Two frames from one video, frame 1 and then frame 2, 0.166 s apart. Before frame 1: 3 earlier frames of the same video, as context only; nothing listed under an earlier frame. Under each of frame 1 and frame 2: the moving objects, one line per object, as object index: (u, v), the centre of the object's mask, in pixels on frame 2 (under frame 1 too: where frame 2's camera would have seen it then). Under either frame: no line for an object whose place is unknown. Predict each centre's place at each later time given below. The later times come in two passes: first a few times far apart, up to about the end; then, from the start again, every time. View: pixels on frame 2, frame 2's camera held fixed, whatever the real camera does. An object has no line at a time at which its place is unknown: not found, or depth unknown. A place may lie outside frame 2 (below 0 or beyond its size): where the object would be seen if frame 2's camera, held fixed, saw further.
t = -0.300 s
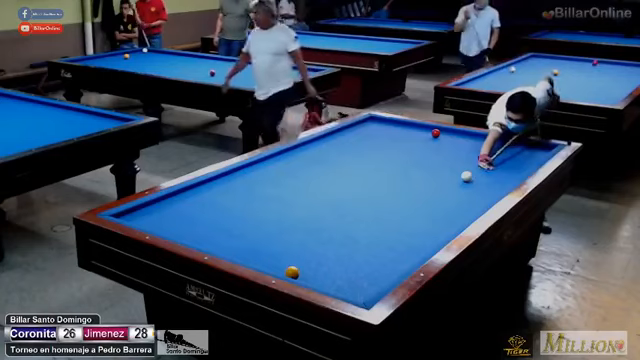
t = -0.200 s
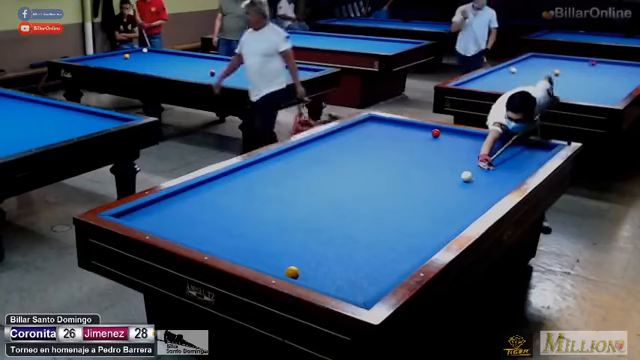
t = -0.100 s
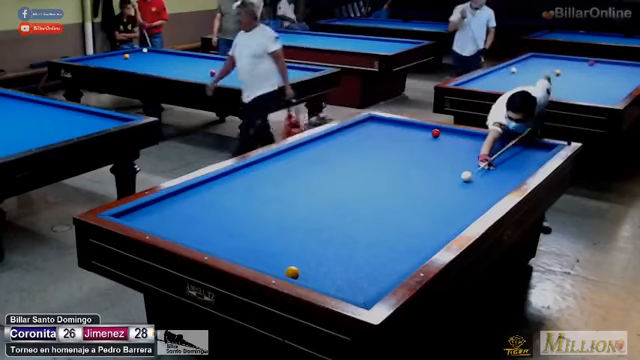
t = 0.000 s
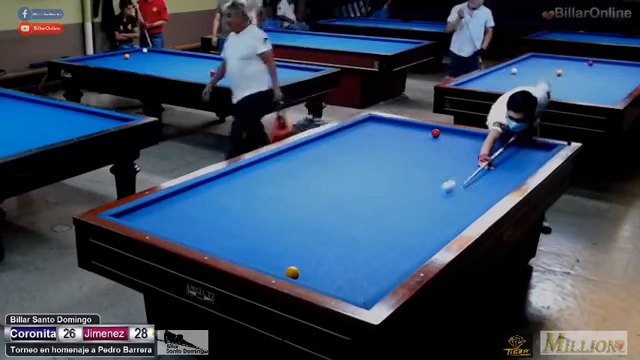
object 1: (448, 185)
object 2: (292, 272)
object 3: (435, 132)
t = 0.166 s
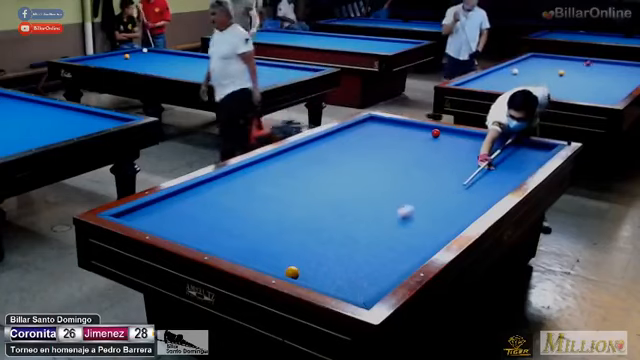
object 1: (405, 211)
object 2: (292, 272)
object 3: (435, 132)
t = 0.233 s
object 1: (387, 222)
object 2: (292, 272)
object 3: (435, 132)
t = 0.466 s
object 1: (319, 264)
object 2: (292, 272)
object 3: (435, 132)
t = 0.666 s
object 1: (360, 283)
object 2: (278, 257)
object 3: (435, 132)
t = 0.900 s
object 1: (363, 255)
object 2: (272, 239)
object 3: (435, 132)
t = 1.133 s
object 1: (350, 232)
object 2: (266, 223)
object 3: (435, 133)
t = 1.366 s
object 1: (339, 213)
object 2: (261, 209)
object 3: (435, 133)
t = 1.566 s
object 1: (331, 199)
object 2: (257, 198)
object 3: (435, 133)
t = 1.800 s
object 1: (323, 184)
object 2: (254, 187)
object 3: (435, 133)
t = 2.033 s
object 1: (316, 172)
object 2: (250, 177)
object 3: (435, 133)
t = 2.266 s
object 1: (310, 160)
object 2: (247, 167)
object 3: (435, 133)
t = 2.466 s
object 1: (305, 151)
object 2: (263, 164)
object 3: (435, 133)
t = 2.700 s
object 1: (309, 144)
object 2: (283, 161)
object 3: (435, 133)
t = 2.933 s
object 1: (328, 142)
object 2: (303, 159)
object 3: (435, 133)
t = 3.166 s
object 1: (346, 140)
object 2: (322, 157)
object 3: (435, 133)
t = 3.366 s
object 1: (360, 139)
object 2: (338, 155)
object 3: (435, 133)
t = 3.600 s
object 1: (376, 137)
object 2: (356, 153)
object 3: (435, 133)
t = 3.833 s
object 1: (392, 136)
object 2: (373, 150)
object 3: (435, 132)
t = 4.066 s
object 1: (407, 134)
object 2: (388, 148)
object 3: (435, 132)
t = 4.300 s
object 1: (421, 133)
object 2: (404, 146)
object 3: (435, 132)
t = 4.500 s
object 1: (428, 131)
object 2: (417, 145)
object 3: (441, 133)
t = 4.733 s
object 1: (431, 129)
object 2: (431, 143)
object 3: (449, 134)
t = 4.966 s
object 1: (434, 128)
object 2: (445, 141)
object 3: (458, 134)
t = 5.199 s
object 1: (432, 128)
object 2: (457, 140)
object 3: (465, 134)
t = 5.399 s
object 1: (429, 128)
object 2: (468, 138)
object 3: (473, 133)
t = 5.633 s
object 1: (426, 129)
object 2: (479, 137)
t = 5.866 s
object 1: (424, 130)
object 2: (491, 138)
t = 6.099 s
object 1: (421, 130)
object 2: (502, 138)
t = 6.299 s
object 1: (419, 131)
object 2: (508, 140)
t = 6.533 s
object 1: (417, 131)
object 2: (514, 141)
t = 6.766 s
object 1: (415, 132)
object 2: (520, 143)
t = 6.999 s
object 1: (414, 132)
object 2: (526, 145)
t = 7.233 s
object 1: (413, 132)
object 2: (532, 146)
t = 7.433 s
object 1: (412, 132)
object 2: (537, 148)
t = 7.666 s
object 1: (411, 133)
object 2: (542, 149)
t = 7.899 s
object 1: (411, 133)
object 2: (546, 150)
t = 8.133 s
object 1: (410, 133)
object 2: (543, 150)
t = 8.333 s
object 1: (410, 133)
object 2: (540, 150)
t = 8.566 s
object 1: (411, 133)
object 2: (537, 150)
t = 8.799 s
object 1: (411, 133)
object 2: (535, 150)
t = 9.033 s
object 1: (411, 133)
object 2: (533, 150)
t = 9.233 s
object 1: (411, 133)
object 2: (531, 149)
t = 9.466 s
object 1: (411, 133)
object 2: (530, 149)
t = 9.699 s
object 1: (411, 133)
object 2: (529, 149)
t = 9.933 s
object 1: (411, 133)
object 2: (529, 149)
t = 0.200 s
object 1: (397, 216)
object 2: (292, 272)
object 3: (435, 132)
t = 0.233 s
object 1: (387, 222)
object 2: (292, 272)
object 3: (435, 132)
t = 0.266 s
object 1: (377, 227)
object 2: (292, 272)
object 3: (435, 133)
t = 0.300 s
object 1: (367, 234)
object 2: (292, 272)
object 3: (435, 133)
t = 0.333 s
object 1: (358, 239)
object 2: (292, 272)
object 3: (435, 133)
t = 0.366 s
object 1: (349, 245)
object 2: (292, 272)
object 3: (435, 133)
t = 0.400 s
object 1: (338, 252)
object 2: (292, 272)
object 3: (435, 132)
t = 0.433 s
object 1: (329, 258)
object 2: (292, 272)
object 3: (435, 132)
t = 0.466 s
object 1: (319, 264)
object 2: (292, 272)
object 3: (435, 132)
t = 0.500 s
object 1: (309, 271)
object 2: (292, 272)
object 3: (435, 132)
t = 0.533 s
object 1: (309, 276)
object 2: (284, 271)
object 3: (435, 132)
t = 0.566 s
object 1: (317, 281)
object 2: (282, 268)
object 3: (435, 132)
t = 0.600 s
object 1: (332, 281)
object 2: (280, 264)
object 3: (435, 133)
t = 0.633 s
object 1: (346, 282)
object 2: (279, 261)
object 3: (435, 132)
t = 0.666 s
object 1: (360, 283)
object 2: (278, 257)
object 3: (435, 132)
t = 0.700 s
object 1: (374, 282)
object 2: (278, 254)
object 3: (435, 132)
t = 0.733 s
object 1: (376, 279)
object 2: (277, 251)
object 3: (435, 132)
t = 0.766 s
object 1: (374, 273)
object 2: (275, 249)
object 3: (435, 132)
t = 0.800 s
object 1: (371, 268)
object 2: (275, 246)
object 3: (435, 132)
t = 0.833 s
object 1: (368, 264)
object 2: (274, 244)
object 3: (435, 132)
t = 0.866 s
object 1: (365, 259)
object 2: (273, 241)
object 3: (435, 132)
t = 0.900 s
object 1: (363, 255)
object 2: (272, 239)
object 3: (435, 132)
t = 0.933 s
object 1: (360, 252)
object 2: (271, 236)
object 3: (435, 132)
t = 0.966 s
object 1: (358, 248)
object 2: (270, 234)
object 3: (435, 132)
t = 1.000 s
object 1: (357, 245)
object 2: (269, 232)
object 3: (435, 132)
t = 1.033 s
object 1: (355, 241)
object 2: (268, 230)
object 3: (435, 132)
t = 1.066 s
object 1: (353, 238)
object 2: (268, 227)
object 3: (435, 132)
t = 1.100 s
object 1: (351, 235)
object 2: (267, 225)
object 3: (435, 133)
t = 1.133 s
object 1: (350, 232)
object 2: (266, 223)
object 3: (435, 133)
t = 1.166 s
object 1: (348, 229)
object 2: (265, 221)
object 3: (435, 133)
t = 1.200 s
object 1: (346, 226)
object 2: (264, 218)
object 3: (435, 133)
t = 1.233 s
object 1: (344, 224)
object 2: (264, 217)
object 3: (435, 132)
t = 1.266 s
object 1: (343, 221)
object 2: (263, 215)
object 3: (435, 133)
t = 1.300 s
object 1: (342, 218)
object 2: (262, 213)
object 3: (435, 133)
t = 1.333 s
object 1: (340, 215)
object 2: (262, 211)
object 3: (435, 133)
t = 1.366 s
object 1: (339, 213)
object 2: (261, 209)
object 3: (435, 133)
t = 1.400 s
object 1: (337, 211)
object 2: (261, 207)
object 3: (435, 133)
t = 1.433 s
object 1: (336, 208)
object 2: (260, 205)
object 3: (435, 133)
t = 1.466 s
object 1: (334, 206)
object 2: (259, 203)
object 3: (435, 133)
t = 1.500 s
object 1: (333, 203)
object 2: (259, 202)
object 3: (435, 133)
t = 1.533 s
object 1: (332, 201)
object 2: (258, 200)
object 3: (435, 133)
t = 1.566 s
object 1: (331, 199)
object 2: (257, 198)
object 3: (435, 133)
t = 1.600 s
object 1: (330, 196)
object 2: (257, 196)
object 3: (435, 133)
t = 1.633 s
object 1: (328, 194)
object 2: (257, 195)
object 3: (435, 133)
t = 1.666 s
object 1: (327, 192)
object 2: (256, 193)
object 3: (435, 133)
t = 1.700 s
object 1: (326, 190)
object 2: (255, 191)
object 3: (435, 133)
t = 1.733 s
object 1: (325, 188)
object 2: (255, 190)
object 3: (435, 133)
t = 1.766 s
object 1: (324, 186)
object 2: (254, 188)
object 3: (435, 133)
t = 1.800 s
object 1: (323, 184)
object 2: (254, 187)
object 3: (435, 133)
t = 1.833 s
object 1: (322, 182)
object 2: (253, 185)
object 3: (435, 133)
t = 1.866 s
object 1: (320, 180)
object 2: (253, 184)
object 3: (435, 133)
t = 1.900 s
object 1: (319, 179)
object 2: (252, 182)
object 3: (435, 133)
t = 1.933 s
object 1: (319, 177)
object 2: (251, 181)
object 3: (435, 133)
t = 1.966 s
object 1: (318, 175)
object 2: (251, 179)
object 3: (435, 133)
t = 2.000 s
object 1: (317, 173)
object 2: (251, 178)
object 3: (435, 133)
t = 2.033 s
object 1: (316, 172)
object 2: (250, 177)
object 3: (435, 133)
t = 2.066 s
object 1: (315, 170)
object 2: (250, 175)
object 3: (435, 133)
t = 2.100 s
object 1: (314, 168)
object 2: (249, 174)
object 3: (435, 133)
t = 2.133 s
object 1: (313, 166)
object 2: (249, 173)
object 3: (435, 133)
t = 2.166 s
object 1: (312, 165)
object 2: (248, 171)
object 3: (435, 133)
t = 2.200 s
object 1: (311, 163)
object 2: (248, 170)
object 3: (435, 133)
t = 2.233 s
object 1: (310, 161)
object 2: (248, 169)
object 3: (435, 133)
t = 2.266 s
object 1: (310, 160)
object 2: (247, 167)
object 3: (435, 133)
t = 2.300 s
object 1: (309, 158)
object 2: (247, 166)
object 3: (435, 133)
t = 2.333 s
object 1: (308, 157)
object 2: (250, 165)
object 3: (435, 133)
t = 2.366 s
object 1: (307, 155)
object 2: (253, 165)
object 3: (435, 133)
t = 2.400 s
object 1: (306, 154)
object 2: (256, 164)
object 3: (435, 133)
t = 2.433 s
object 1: (306, 153)
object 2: (260, 164)
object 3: (435, 133)
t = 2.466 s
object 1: (305, 151)
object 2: (263, 164)
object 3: (435, 133)
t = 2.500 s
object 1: (304, 150)
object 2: (266, 163)
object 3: (435, 133)
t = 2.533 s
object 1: (303, 148)
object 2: (269, 163)
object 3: (435, 133)
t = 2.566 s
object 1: (303, 147)
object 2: (272, 163)
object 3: (435, 133)
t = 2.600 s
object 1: (302, 146)
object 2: (274, 163)
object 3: (435, 133)
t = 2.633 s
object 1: (303, 145)
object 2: (277, 162)
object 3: (435, 133)
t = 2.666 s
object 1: (306, 144)
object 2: (281, 162)
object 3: (435, 133)
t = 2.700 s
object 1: (309, 144)
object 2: (283, 161)
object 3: (435, 133)
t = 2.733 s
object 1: (312, 144)
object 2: (286, 161)
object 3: (435, 133)
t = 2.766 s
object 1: (315, 144)
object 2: (289, 161)
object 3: (435, 133)
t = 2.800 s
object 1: (317, 144)
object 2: (292, 161)
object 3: (435, 133)
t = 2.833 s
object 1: (320, 143)
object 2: (295, 160)
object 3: (435, 133)
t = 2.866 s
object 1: (323, 143)
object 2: (298, 160)
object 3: (435, 133)
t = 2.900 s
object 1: (325, 142)
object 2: (301, 159)
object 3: (435, 133)
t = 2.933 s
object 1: (328, 142)
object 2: (303, 159)
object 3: (435, 133)
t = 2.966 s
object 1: (330, 142)
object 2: (306, 159)
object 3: (435, 133)
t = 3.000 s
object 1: (333, 141)
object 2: (309, 159)
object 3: (435, 133)
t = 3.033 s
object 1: (336, 142)
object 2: (312, 158)
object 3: (435, 133)
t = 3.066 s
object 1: (338, 141)
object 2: (314, 158)
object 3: (435, 133)
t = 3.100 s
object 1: (341, 141)
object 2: (317, 158)
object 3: (435, 133)
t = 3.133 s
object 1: (343, 141)
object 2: (320, 157)
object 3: (435, 133)
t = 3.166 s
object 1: (346, 140)
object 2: (322, 157)
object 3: (435, 133)
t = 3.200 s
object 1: (348, 140)
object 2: (325, 156)
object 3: (435, 133)
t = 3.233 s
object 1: (350, 140)
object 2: (328, 156)
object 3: (435, 133)
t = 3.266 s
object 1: (353, 140)
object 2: (330, 156)
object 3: (435, 133)
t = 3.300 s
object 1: (355, 140)
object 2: (333, 155)
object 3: (435, 133)
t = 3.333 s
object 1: (358, 140)
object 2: (335, 155)
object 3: (435, 133)
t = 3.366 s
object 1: (360, 139)
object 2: (338, 155)
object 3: (435, 133)
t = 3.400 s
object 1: (362, 139)
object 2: (341, 154)
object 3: (435, 132)
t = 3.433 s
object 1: (365, 139)
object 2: (343, 154)
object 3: (435, 132)
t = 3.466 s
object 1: (367, 138)
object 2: (346, 154)
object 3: (435, 132)
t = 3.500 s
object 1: (369, 138)
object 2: (348, 153)
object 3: (435, 132)
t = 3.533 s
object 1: (372, 138)
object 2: (351, 153)
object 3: (435, 133)
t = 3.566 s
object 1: (374, 137)
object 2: (353, 153)
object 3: (435, 132)
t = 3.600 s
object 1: (376, 137)
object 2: (356, 153)
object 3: (435, 133)
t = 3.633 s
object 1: (378, 137)
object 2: (358, 152)
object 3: (435, 133)
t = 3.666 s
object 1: (381, 137)
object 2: (361, 152)
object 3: (435, 132)
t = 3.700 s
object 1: (383, 137)
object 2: (363, 152)
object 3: (435, 132)
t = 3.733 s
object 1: (385, 136)
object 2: (365, 151)
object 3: (435, 132)
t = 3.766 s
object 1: (388, 136)
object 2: (368, 151)
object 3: (435, 132)
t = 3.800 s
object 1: (390, 136)
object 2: (370, 151)
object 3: (435, 132)
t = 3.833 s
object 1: (392, 136)
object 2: (373, 150)
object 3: (435, 132)
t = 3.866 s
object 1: (394, 136)
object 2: (375, 150)
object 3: (435, 132)
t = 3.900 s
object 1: (396, 135)
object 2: (377, 150)
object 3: (435, 132)
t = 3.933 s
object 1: (398, 135)
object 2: (380, 150)
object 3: (435, 133)
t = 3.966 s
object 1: (401, 135)
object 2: (382, 149)
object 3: (435, 132)
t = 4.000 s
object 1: (403, 135)
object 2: (384, 149)
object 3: (435, 132)
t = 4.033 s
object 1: (405, 135)
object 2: (386, 149)
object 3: (435, 132)
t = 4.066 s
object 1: (407, 134)
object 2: (388, 148)
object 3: (435, 132)
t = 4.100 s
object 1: (409, 134)
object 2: (391, 148)
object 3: (435, 132)
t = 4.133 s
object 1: (411, 134)
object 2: (393, 148)
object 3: (435, 132)
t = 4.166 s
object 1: (413, 134)
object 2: (395, 148)
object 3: (435, 132)
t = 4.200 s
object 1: (415, 134)
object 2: (397, 148)
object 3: (435, 132)
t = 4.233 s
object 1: (417, 133)
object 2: (400, 147)
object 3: (435, 132)
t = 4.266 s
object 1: (419, 133)
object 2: (402, 147)
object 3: (436, 132)
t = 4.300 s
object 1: (421, 133)
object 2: (404, 146)
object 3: (435, 132)
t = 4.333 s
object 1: (423, 133)
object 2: (406, 147)
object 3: (435, 132)
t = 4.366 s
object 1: (425, 132)
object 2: (409, 146)
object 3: (435, 132)
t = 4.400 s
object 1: (427, 132)
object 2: (410, 146)
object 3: (436, 133)
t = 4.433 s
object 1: (427, 132)
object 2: (413, 146)
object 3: (438, 132)
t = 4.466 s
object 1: (427, 132)
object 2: (415, 146)
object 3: (439, 133)
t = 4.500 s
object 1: (428, 131)
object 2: (417, 145)
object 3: (441, 133)
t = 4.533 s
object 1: (428, 131)
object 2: (419, 145)
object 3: (442, 133)
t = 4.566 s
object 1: (429, 131)
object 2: (421, 145)
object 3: (443, 133)
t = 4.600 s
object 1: (429, 130)
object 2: (422, 144)
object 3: (444, 133)
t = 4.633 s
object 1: (430, 130)
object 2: (425, 144)
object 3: (446, 133)
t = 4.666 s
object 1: (430, 130)
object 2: (427, 144)
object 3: (447, 133)
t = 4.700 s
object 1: (431, 130)
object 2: (429, 144)
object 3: (448, 133)
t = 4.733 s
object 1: (431, 129)
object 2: (431, 143)
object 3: (449, 134)
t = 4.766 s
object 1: (431, 129)
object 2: (433, 143)
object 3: (450, 133)
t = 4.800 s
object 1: (432, 129)
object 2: (433, 143)
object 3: (451, 134)
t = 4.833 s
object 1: (432, 129)
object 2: (437, 142)
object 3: (452, 134)
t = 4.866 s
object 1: (433, 128)
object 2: (438, 142)
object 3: (454, 134)
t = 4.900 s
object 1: (433, 128)
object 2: (441, 142)
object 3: (455, 134)
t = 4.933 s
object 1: (433, 128)
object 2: (443, 142)
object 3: (456, 134)
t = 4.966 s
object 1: (434, 128)
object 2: (445, 141)
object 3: (458, 134)
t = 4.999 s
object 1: (434, 128)
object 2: (446, 141)
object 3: (459, 134)
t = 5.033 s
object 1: (434, 128)
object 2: (448, 141)
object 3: (460, 134)
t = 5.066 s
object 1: (434, 127)
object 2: (450, 140)
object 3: (461, 134)
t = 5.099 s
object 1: (433, 127)
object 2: (452, 140)
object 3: (462, 134)
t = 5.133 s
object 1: (433, 128)
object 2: (453, 140)
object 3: (463, 134)
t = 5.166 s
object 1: (432, 128)
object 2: (456, 140)
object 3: (465, 134)
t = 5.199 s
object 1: (432, 128)
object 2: (457, 140)
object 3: (465, 134)
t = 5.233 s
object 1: (431, 128)
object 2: (459, 140)
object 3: (467, 134)
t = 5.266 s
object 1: (431, 128)
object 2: (461, 139)
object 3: (468, 134)
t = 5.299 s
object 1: (431, 128)
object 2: (463, 139)
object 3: (469, 134)
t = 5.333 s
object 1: (430, 128)
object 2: (465, 139)
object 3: (470, 134)
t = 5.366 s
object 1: (430, 128)
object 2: (466, 139)
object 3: (472, 134)
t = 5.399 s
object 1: (429, 128)
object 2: (468, 138)
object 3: (473, 133)
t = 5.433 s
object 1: (429, 128)
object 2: (470, 138)
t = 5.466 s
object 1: (428, 128)
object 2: (472, 138)
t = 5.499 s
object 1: (428, 128)
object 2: (473, 138)
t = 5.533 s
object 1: (427, 129)
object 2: (475, 137)
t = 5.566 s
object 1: (427, 129)
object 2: (476, 137)
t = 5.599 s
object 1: (427, 129)
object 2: (478, 137)
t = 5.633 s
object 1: (426, 129)
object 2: (479, 137)
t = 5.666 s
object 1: (426, 129)
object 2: (481, 137)
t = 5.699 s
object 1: (426, 129)
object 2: (483, 137)
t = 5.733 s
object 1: (425, 129)
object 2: (484, 137)
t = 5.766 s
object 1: (425, 129)
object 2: (486, 138)
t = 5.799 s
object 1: (424, 130)
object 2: (488, 138)
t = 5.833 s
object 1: (424, 130)
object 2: (489, 138)
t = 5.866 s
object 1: (424, 130)
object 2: (491, 138)
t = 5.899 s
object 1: (423, 130)
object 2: (492, 138)
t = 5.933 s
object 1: (423, 130)
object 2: (494, 138)
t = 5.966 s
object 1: (423, 130)
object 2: (496, 138)
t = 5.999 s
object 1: (422, 130)
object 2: (497, 138)
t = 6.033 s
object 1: (422, 130)
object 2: (499, 138)
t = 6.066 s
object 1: (422, 130)
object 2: (500, 138)
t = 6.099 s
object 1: (421, 130)
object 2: (502, 138)
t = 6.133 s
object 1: (421, 130)
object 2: (503, 138)
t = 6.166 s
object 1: (421, 130)
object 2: (504, 138)
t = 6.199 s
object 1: (420, 130)
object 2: (505, 139)
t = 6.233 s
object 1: (420, 131)
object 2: (506, 139)
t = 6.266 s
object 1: (420, 131)
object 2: (507, 139)
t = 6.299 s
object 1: (419, 131)
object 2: (508, 140)
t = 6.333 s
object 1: (419, 131)
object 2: (509, 140)
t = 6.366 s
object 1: (419, 131)
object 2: (510, 140)
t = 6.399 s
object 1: (418, 131)
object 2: (511, 140)
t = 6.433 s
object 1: (418, 131)
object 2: (511, 141)
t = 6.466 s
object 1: (418, 131)
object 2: (512, 141)
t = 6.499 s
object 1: (417, 131)
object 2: (513, 141)
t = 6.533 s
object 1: (417, 131)
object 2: (514, 141)
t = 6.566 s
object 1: (417, 131)
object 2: (515, 141)
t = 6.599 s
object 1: (417, 131)
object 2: (516, 142)
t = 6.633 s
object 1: (416, 131)
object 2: (516, 142)
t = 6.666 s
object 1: (416, 131)
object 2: (518, 142)
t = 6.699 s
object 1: (416, 132)
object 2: (518, 143)
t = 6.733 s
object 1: (416, 132)
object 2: (519, 143)
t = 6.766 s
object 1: (415, 132)
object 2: (520, 143)
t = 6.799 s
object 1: (415, 132)
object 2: (521, 143)
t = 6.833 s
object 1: (415, 132)
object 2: (522, 143)
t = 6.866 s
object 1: (415, 132)
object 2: (523, 144)
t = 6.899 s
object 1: (415, 132)
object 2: (524, 144)
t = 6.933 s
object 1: (415, 132)
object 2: (524, 144)
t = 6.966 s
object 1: (414, 132)
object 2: (525, 145)
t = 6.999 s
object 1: (414, 132)
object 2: (526, 145)
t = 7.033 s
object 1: (414, 132)
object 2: (527, 145)
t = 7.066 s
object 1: (414, 132)
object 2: (528, 145)
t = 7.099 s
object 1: (413, 132)
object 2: (529, 145)
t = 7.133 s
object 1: (413, 132)
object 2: (530, 146)
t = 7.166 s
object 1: (413, 132)
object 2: (530, 146)
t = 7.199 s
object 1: (413, 132)
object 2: (531, 146)
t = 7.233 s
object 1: (413, 132)
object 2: (532, 146)
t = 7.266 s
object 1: (413, 132)
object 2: (533, 146)
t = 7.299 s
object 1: (412, 132)
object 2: (534, 147)
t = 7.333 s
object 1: (412, 132)
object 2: (534, 147)
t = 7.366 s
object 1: (412, 132)
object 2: (535, 147)
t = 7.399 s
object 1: (412, 132)
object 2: (536, 147)
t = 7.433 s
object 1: (412, 132)
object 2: (537, 148)
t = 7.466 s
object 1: (411, 132)
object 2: (537, 148)
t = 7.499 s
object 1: (411, 133)
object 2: (538, 148)
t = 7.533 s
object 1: (411, 133)
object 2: (539, 148)
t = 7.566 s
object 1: (411, 133)
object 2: (539, 149)
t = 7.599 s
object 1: (411, 133)
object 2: (540, 149)
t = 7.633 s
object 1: (411, 133)
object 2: (541, 149)
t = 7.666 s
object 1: (411, 133)
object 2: (542, 149)
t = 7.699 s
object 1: (411, 133)
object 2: (543, 149)
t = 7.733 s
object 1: (411, 133)
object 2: (544, 149)
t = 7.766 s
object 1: (411, 133)
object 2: (544, 149)
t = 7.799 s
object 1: (411, 133)
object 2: (545, 150)
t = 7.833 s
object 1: (411, 133)
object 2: (545, 150)
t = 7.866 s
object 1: (411, 133)
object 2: (546, 150)
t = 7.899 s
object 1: (411, 133)
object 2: (546, 150)
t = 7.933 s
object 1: (410, 133)
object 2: (545, 150)
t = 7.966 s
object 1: (410, 133)
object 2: (545, 150)
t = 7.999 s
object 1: (410, 133)
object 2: (545, 150)
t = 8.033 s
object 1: (410, 133)
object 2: (544, 150)
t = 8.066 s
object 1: (410, 133)
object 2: (544, 150)
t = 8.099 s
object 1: (410, 133)
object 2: (543, 150)
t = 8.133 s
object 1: (410, 133)
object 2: (543, 150)
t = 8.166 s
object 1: (410, 133)
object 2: (542, 150)
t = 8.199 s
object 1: (410, 133)
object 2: (542, 150)
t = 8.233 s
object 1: (410, 133)
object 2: (541, 150)
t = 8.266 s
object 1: (410, 133)
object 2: (541, 150)
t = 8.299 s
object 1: (410, 133)
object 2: (541, 150)
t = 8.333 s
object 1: (410, 133)
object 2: (540, 150)
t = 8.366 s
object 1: (410, 133)
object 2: (539, 150)
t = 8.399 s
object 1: (410, 133)
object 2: (539, 150)
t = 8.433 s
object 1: (411, 133)
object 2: (539, 150)
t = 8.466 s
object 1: (411, 133)
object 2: (538, 150)
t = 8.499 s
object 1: (411, 133)
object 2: (538, 150)
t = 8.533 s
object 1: (411, 133)
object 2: (537, 150)
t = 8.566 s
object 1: (411, 133)
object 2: (537, 150)
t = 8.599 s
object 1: (411, 133)
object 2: (537, 150)
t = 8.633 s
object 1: (411, 133)
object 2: (536, 150)
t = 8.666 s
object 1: (411, 133)
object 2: (536, 150)
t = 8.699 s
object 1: (411, 133)
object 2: (536, 150)
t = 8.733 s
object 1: (411, 133)
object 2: (536, 150)
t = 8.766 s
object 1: (411, 133)
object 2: (535, 150)
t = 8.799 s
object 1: (411, 133)
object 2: (535, 150)
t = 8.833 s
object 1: (411, 133)
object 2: (534, 150)
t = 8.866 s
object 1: (411, 133)
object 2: (534, 150)
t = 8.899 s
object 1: (411, 133)
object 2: (534, 150)
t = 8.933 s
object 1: (411, 133)
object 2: (533, 150)
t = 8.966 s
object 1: (411, 133)
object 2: (533, 150)
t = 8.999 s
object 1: (411, 133)
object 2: (533, 150)
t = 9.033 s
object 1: (411, 133)
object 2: (533, 150)
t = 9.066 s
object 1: (411, 133)
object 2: (533, 150)
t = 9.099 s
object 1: (411, 133)
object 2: (533, 150)
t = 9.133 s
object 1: (411, 133)
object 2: (532, 150)
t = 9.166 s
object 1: (411, 133)
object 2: (532, 150)
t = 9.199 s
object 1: (411, 133)
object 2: (532, 150)
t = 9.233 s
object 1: (411, 133)
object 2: (531, 149)
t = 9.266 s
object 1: (411, 133)
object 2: (531, 149)
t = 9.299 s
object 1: (411, 133)
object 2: (531, 149)
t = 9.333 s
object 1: (411, 133)
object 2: (531, 149)
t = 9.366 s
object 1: (411, 133)
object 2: (530, 149)
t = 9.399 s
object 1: (411, 133)
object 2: (530, 149)
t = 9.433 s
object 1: (411, 133)
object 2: (530, 149)
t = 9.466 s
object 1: (411, 133)
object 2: (530, 149)
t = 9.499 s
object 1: (411, 133)
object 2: (530, 149)
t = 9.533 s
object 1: (411, 133)
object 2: (530, 149)
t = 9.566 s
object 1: (411, 133)
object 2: (529, 149)
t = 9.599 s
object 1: (411, 133)
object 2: (529, 149)
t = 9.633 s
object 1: (411, 133)
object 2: (529, 149)
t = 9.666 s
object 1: (411, 133)
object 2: (529, 149)
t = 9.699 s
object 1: (411, 133)
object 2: (529, 149)
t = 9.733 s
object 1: (411, 133)
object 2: (529, 149)
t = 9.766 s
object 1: (411, 133)
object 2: (529, 149)
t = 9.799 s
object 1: (411, 133)
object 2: (529, 149)
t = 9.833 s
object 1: (411, 133)
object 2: (529, 149)
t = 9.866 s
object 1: (411, 133)
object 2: (529, 149)
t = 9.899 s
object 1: (411, 133)
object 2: (529, 149)
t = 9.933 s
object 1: (411, 133)
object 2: (529, 149)
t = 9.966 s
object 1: (411, 133)
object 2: (529, 149)
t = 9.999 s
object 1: (411, 133)
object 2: (529, 149)
